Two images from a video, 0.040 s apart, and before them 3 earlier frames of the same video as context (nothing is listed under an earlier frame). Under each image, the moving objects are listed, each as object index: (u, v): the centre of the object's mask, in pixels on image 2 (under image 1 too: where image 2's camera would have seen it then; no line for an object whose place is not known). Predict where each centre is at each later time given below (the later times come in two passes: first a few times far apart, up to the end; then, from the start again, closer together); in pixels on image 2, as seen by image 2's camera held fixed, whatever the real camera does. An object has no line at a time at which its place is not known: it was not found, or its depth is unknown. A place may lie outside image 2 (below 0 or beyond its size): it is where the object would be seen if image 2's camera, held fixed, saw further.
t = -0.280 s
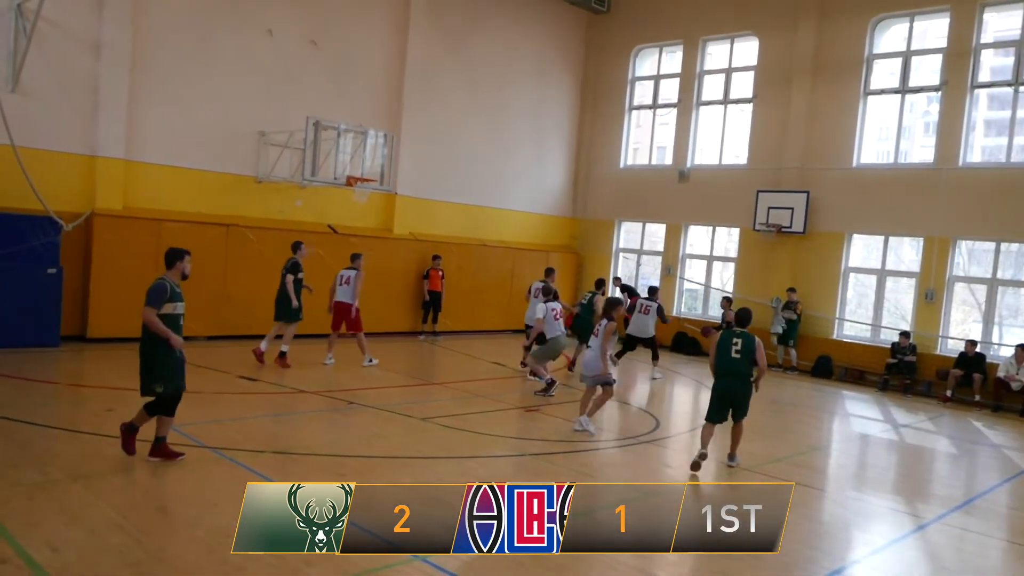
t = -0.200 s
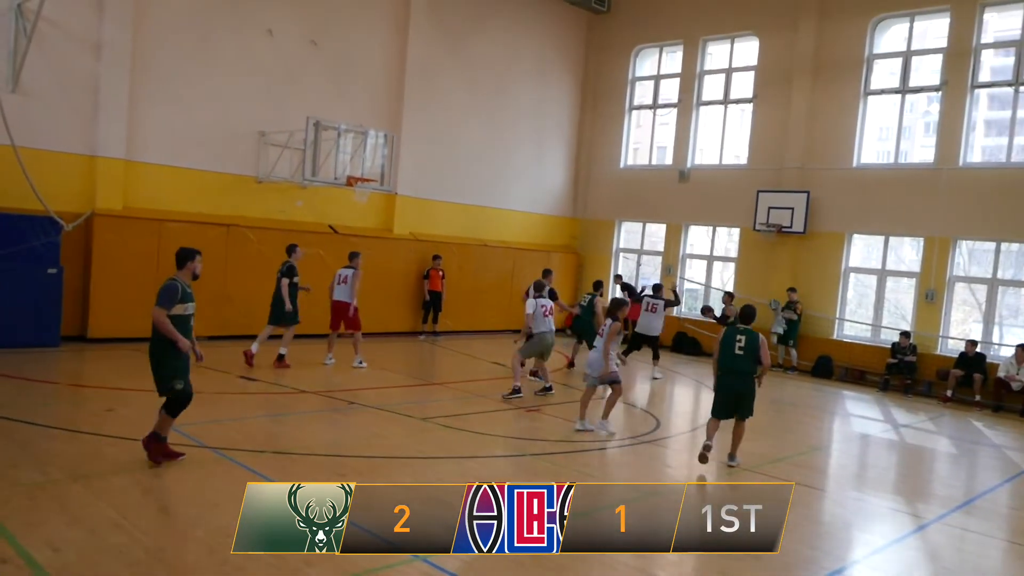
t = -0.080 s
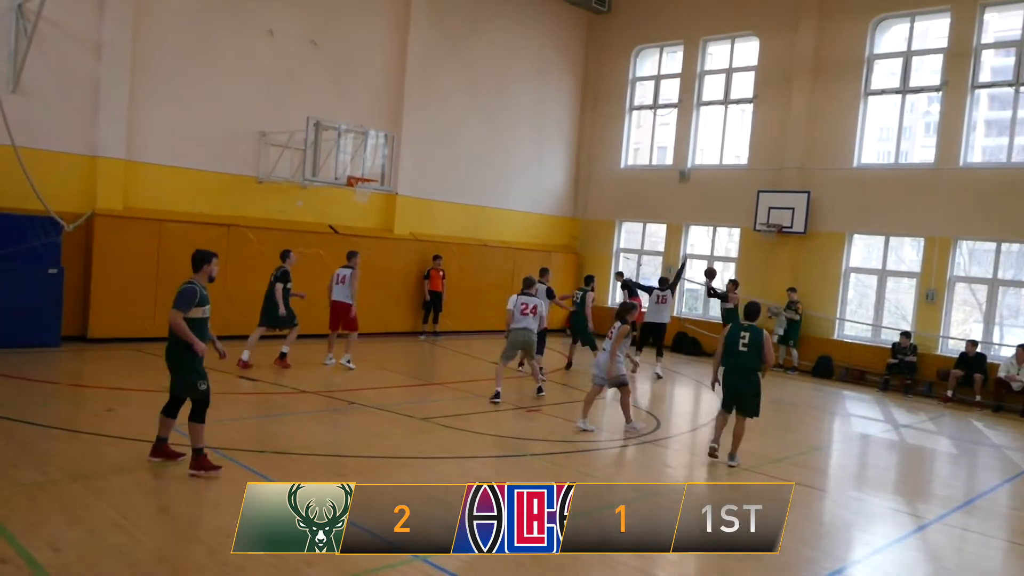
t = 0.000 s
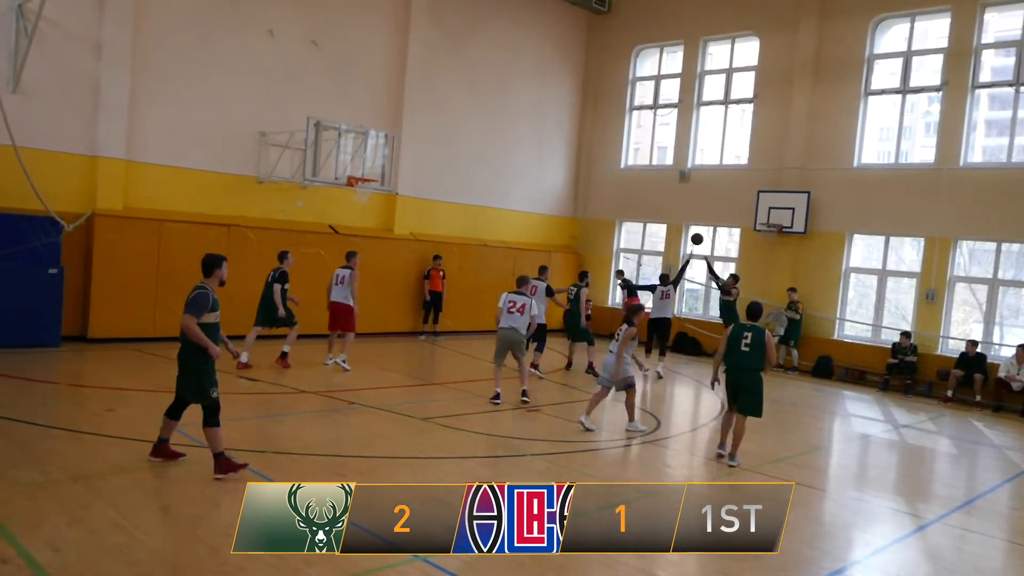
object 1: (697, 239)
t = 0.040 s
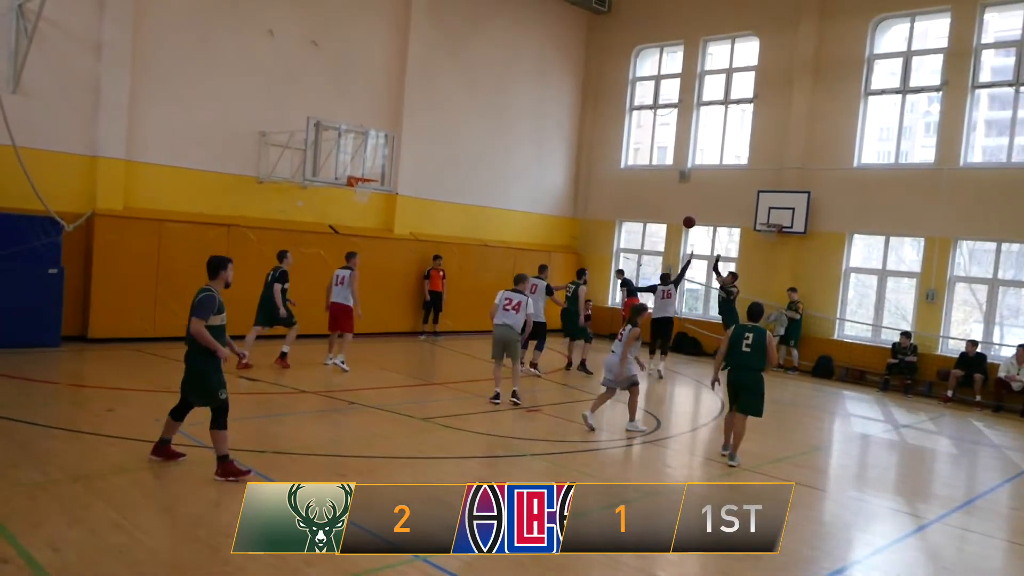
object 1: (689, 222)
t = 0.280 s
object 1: (640, 138)
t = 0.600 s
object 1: (570, 71)
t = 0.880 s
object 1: (504, 55)
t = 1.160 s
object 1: (434, 81)
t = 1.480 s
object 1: (364, 121)
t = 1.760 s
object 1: (360, 110)
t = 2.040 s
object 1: (354, 141)
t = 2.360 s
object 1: (342, 218)
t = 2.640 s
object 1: (354, 204)
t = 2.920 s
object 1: (365, 220)
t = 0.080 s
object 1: (681, 206)
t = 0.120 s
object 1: (673, 191)
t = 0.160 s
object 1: (665, 177)
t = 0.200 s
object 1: (657, 163)
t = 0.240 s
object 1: (649, 150)
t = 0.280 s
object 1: (640, 138)
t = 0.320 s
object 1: (632, 127)
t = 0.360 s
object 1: (623, 117)
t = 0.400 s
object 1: (614, 107)
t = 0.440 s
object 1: (605, 98)
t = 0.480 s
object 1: (597, 90)
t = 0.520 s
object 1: (588, 83)
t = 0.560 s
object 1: (579, 77)
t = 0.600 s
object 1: (570, 71)
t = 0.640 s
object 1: (561, 66)
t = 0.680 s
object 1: (552, 62)
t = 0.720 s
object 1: (542, 59)
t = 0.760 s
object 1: (533, 57)
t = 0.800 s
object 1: (524, 56)
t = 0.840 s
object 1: (514, 55)
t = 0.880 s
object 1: (504, 55)
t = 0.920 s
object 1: (495, 57)
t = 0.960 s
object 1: (485, 59)
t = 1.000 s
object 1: (475, 61)
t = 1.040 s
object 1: (465, 65)
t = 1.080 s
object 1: (455, 70)
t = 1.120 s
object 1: (445, 75)
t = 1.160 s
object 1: (434, 81)
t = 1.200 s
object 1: (424, 89)
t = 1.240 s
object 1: (414, 97)
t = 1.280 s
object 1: (403, 106)
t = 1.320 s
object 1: (393, 116)
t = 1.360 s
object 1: (382, 125)
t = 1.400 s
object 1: (375, 124)
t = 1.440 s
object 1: (368, 123)
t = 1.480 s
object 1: (364, 121)
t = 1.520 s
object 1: (364, 117)
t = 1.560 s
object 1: (363, 114)
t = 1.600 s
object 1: (363, 111)
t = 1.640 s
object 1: (362, 110)
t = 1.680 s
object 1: (362, 109)
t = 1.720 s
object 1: (361, 109)
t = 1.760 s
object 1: (360, 110)
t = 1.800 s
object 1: (359, 112)
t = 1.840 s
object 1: (358, 115)
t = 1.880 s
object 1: (357, 118)
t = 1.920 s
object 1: (356, 122)
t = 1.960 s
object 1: (356, 126)
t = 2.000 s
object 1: (354, 133)
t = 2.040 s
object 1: (354, 141)
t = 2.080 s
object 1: (352, 147)
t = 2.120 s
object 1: (351, 156)
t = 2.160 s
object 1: (349, 164)
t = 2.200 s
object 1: (348, 172)
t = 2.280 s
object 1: (345, 194)
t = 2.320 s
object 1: (344, 206)
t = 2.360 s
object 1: (342, 218)
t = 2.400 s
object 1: (342, 221)
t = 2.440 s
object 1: (344, 216)
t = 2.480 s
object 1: (347, 212)
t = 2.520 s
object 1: (348, 209)
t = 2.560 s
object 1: (351, 207)
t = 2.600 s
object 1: (352, 205)
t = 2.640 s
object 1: (354, 204)
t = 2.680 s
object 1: (356, 205)
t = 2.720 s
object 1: (358, 205)
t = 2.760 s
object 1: (359, 207)
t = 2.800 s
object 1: (361, 209)
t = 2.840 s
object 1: (362, 212)
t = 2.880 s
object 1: (363, 216)
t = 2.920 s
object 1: (365, 220)
